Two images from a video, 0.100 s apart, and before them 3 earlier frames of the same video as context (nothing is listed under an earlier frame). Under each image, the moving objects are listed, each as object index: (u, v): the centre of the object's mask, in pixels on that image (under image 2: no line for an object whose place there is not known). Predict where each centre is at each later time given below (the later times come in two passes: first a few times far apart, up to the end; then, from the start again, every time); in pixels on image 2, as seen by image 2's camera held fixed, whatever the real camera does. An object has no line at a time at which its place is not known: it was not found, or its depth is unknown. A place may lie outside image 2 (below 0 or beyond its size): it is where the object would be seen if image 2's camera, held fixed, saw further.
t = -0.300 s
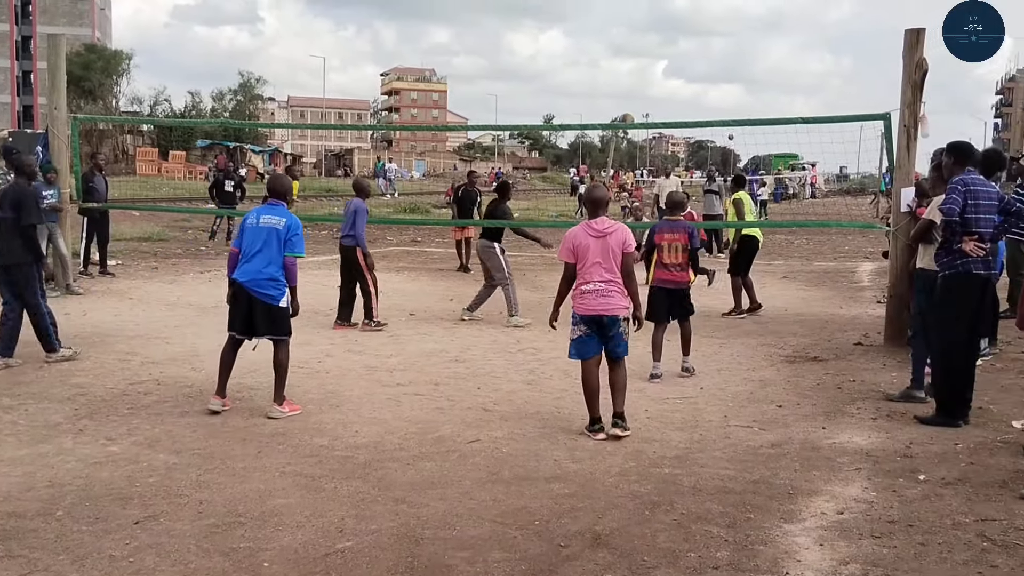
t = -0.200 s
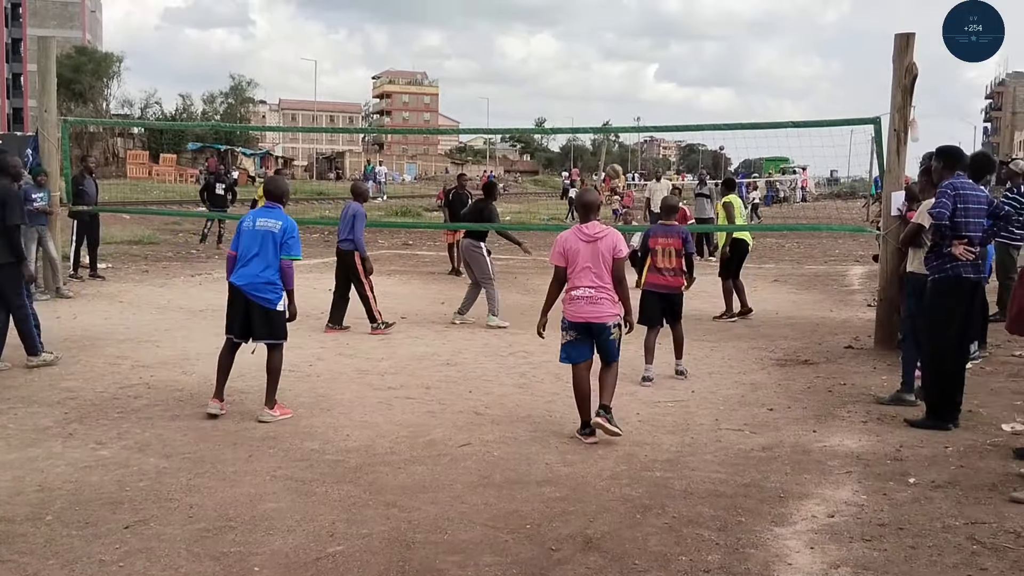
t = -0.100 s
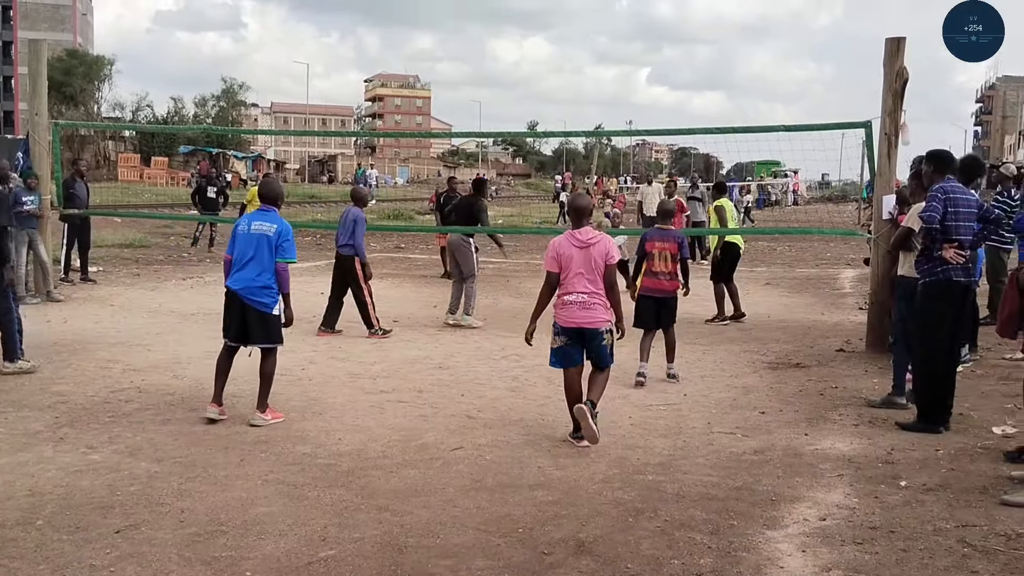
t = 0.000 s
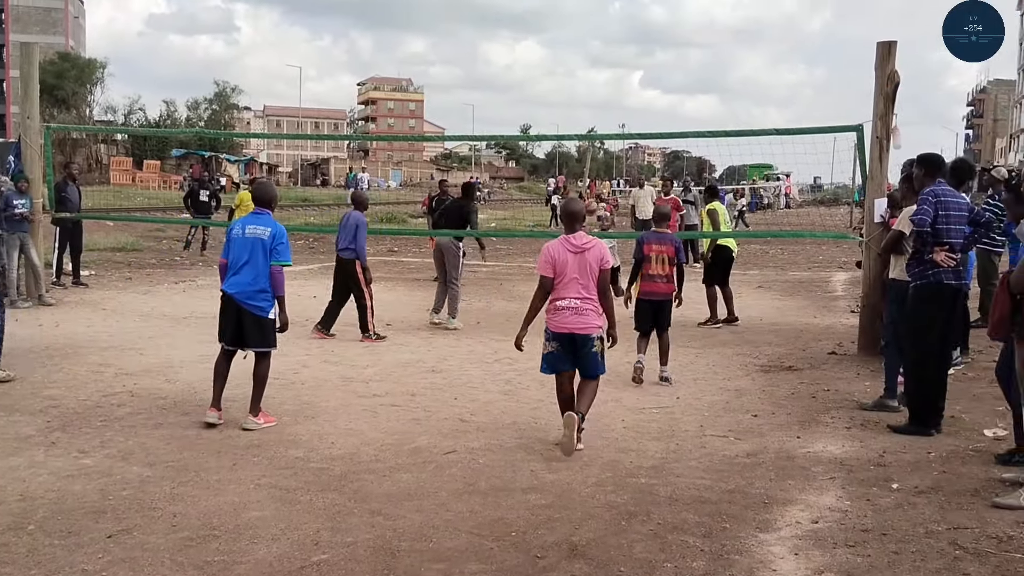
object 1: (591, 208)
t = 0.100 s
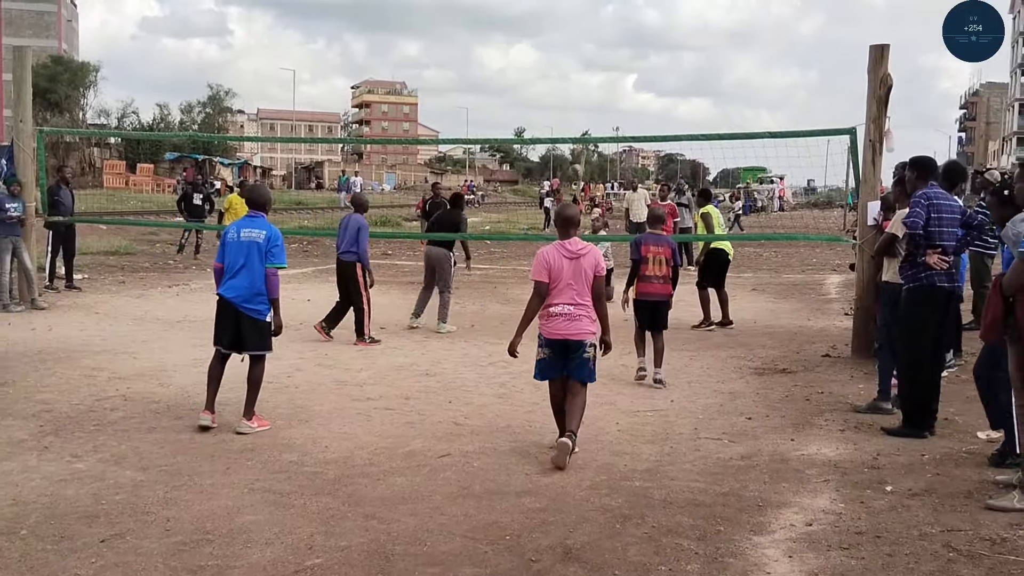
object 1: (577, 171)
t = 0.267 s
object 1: (562, 122)
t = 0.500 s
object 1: (540, 83)
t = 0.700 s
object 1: (519, 84)
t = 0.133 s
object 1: (575, 160)
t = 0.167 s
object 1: (572, 151)
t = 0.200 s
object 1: (568, 139)
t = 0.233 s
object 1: (565, 130)
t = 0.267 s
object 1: (562, 122)
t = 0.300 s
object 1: (559, 114)
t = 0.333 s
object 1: (556, 106)
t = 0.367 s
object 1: (553, 100)
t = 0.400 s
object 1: (550, 94)
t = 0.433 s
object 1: (547, 89)
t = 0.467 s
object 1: (544, 86)
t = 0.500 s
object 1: (540, 83)
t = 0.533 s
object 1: (537, 80)
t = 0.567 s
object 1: (533, 79)
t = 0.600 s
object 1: (530, 79)
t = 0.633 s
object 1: (526, 80)
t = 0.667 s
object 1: (523, 82)
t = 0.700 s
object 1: (519, 84)
